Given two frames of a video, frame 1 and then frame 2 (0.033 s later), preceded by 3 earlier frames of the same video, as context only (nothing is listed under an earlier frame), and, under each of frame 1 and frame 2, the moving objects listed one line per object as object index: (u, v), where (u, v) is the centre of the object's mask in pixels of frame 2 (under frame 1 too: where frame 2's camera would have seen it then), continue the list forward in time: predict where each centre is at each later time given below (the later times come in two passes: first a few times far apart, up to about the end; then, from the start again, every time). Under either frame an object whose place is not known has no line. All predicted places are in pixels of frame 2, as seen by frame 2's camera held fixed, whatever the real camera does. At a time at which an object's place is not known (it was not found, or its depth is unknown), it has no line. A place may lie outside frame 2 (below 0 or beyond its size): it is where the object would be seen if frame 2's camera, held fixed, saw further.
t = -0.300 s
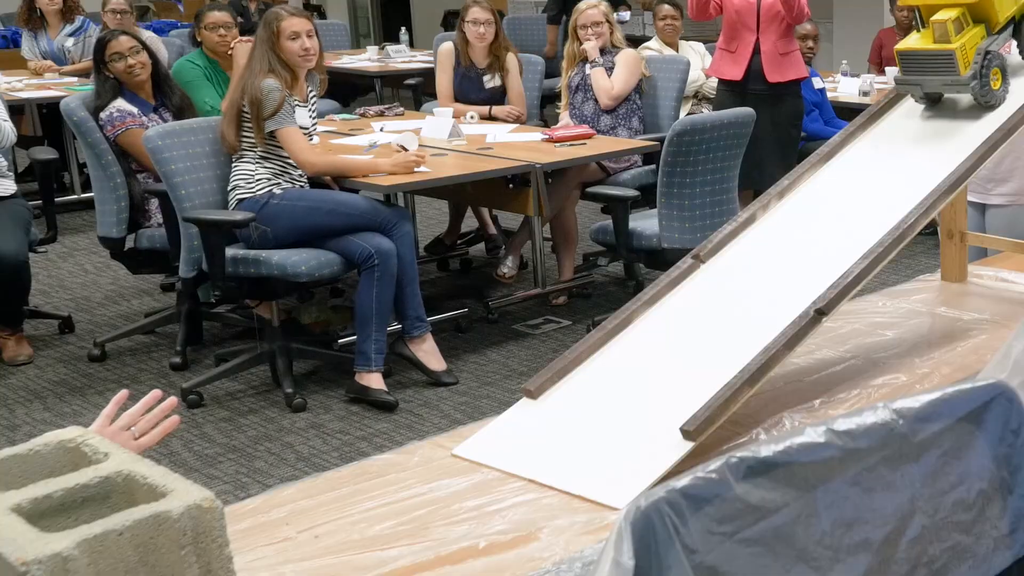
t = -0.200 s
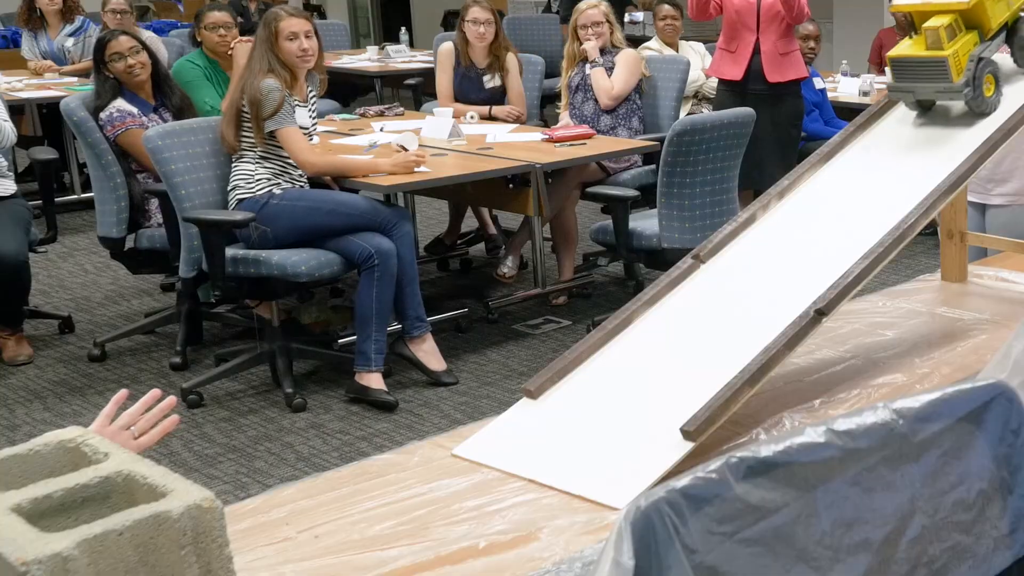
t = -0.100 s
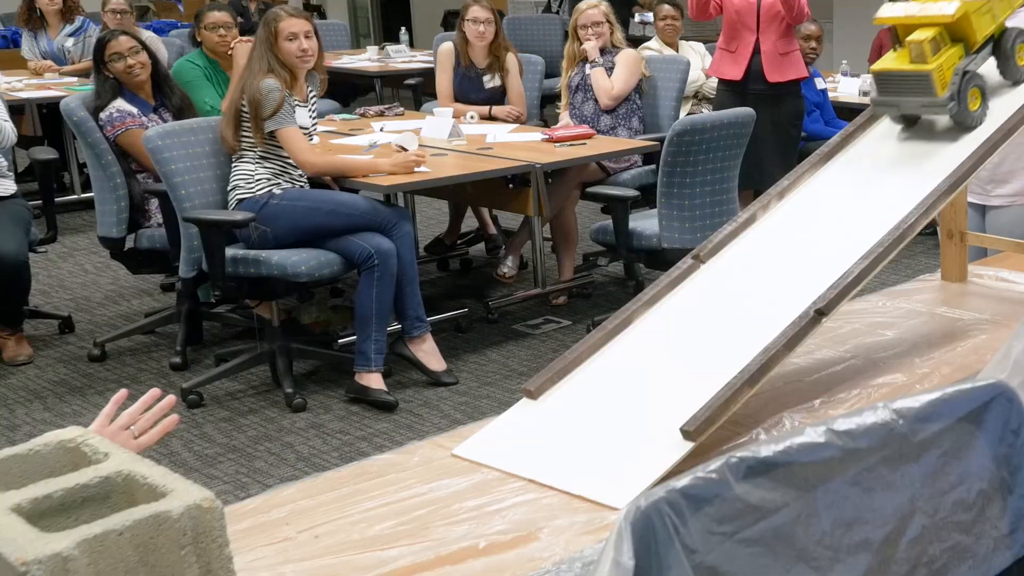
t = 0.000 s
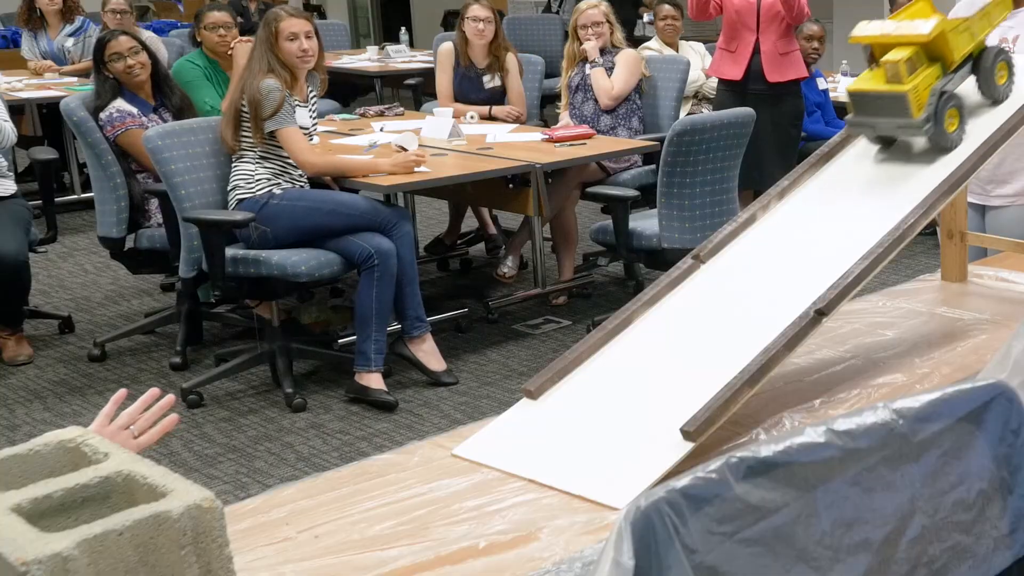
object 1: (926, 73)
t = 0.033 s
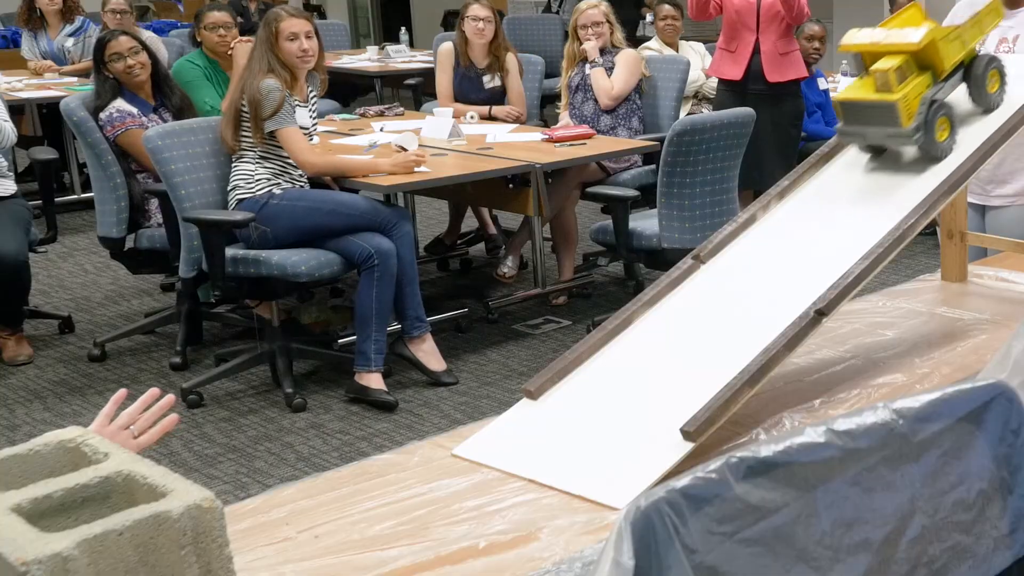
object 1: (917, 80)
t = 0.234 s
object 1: (837, 148)
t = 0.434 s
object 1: (698, 265)
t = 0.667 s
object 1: (419, 454)
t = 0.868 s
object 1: (431, 450)
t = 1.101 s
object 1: (493, 472)
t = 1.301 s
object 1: (479, 493)
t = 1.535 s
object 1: (481, 493)
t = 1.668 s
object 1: (482, 492)
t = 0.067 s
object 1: (907, 89)
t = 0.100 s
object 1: (895, 99)
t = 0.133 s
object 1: (882, 110)
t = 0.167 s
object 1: (867, 121)
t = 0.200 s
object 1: (852, 134)
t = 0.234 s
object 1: (837, 148)
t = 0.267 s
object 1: (821, 161)
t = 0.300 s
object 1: (797, 181)
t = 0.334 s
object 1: (776, 199)
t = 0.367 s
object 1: (752, 220)
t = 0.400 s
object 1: (727, 242)
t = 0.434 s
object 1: (698, 265)
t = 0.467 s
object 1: (669, 291)
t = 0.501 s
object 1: (636, 320)
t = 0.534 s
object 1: (600, 349)
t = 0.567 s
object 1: (560, 379)
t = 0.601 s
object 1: (515, 400)
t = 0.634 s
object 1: (469, 423)
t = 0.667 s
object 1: (419, 454)
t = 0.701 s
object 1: (370, 465)
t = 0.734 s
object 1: (362, 461)
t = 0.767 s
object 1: (379, 452)
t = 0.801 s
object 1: (395, 447)
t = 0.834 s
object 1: (413, 447)
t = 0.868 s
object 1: (431, 450)
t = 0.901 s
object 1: (447, 453)
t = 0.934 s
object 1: (462, 456)
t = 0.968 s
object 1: (474, 458)
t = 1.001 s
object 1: (485, 464)
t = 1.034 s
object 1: (492, 470)
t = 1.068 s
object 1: (495, 470)
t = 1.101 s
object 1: (493, 472)
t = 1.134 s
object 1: (481, 485)
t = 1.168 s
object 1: (482, 490)
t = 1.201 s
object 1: (481, 489)
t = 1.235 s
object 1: (480, 491)
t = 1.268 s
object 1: (478, 490)
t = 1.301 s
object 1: (479, 493)
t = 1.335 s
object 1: (477, 494)
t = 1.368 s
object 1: (476, 494)
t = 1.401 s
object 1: (476, 494)
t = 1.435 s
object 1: (478, 493)
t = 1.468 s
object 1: (480, 493)
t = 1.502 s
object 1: (481, 493)
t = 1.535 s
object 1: (481, 493)
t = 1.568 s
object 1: (481, 492)
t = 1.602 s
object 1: (481, 492)
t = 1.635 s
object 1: (481, 492)
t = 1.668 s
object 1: (482, 492)
